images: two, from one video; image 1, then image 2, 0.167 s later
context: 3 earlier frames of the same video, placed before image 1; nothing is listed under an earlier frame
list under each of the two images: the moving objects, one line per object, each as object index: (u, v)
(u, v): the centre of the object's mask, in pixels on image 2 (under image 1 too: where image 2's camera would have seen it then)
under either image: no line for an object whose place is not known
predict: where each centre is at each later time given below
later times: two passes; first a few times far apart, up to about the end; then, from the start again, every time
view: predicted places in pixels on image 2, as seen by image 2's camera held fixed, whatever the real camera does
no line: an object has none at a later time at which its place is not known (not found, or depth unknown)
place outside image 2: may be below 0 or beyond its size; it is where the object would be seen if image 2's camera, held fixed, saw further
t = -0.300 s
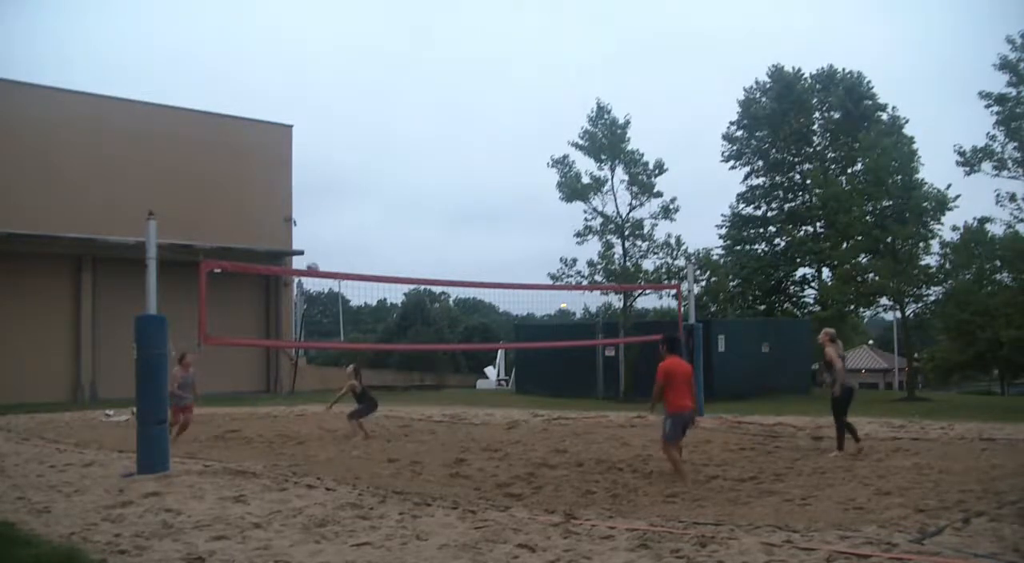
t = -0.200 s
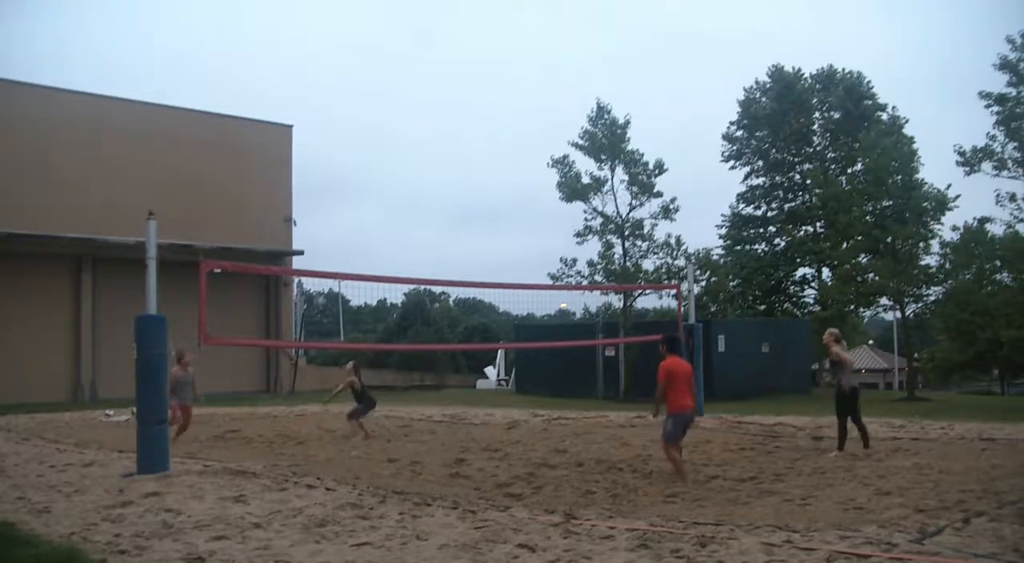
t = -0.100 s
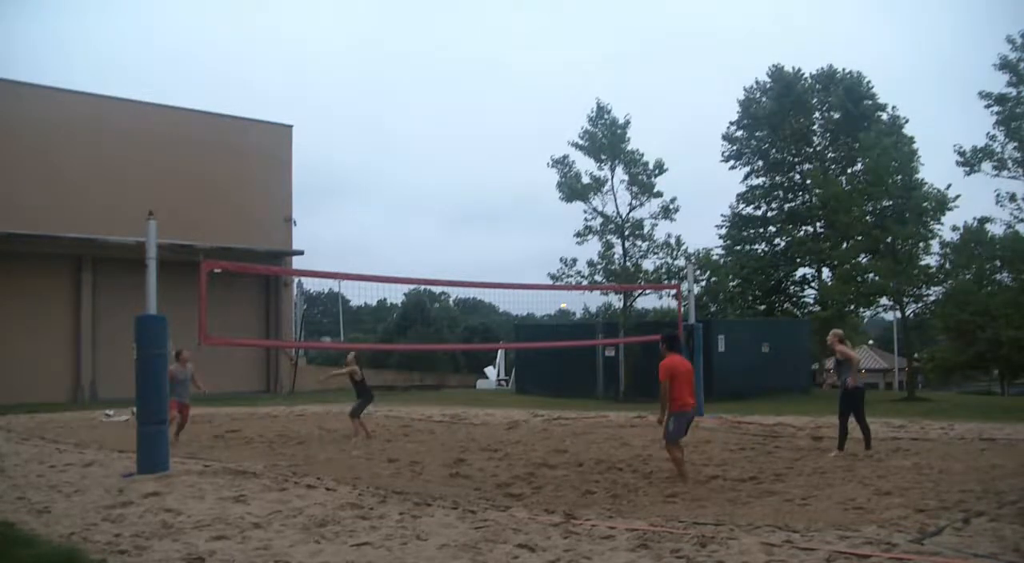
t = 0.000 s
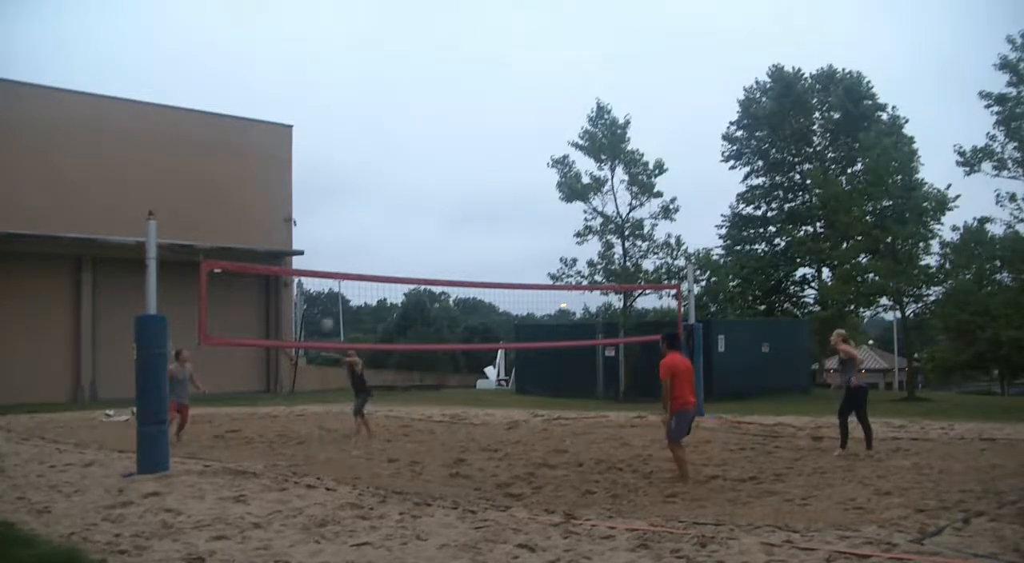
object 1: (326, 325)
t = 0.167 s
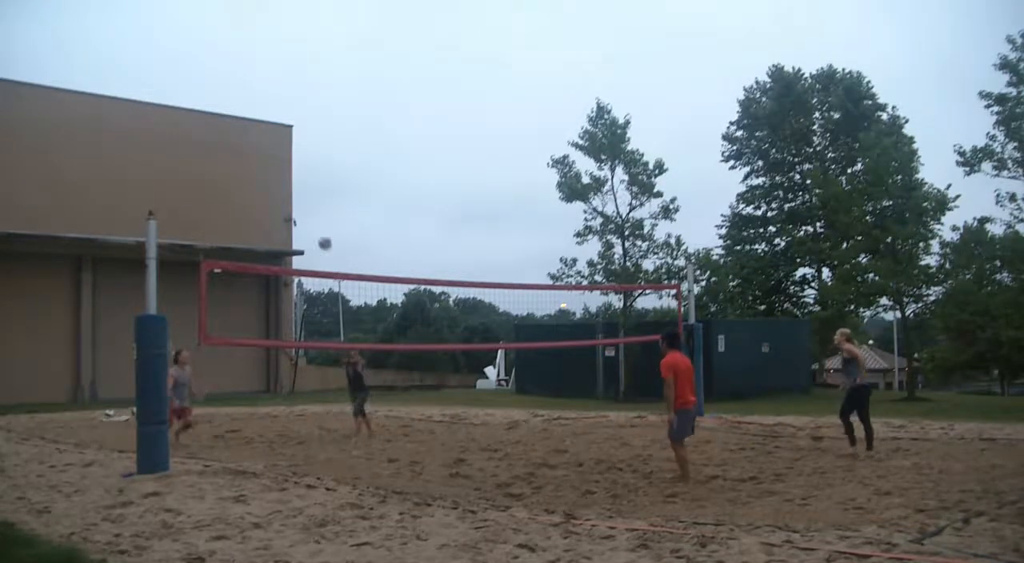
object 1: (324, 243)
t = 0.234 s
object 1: (324, 214)
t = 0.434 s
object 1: (322, 145)
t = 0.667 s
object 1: (321, 95)
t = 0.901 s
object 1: (319, 78)
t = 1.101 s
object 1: (318, 90)
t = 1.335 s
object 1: (316, 138)
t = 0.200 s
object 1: (324, 228)
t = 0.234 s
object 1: (324, 214)
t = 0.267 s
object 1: (323, 201)
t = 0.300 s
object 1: (323, 189)
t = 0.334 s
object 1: (322, 177)
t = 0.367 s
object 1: (322, 165)
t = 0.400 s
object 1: (322, 155)
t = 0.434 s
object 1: (322, 145)
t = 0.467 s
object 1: (322, 136)
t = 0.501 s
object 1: (321, 127)
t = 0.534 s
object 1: (321, 120)
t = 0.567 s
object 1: (321, 113)
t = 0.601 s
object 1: (321, 106)
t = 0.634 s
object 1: (321, 100)
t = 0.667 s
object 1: (321, 95)
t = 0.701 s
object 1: (321, 91)
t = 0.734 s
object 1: (320, 87)
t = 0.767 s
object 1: (320, 84)
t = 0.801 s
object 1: (320, 82)
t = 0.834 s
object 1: (320, 80)
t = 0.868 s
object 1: (320, 78)
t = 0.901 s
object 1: (319, 78)
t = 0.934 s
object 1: (319, 78)
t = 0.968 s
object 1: (319, 79)
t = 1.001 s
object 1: (319, 81)
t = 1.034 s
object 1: (318, 83)
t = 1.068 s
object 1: (318, 87)
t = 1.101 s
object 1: (318, 90)
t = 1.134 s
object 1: (318, 95)
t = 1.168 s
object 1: (318, 100)
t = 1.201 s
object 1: (317, 106)
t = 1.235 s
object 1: (317, 113)
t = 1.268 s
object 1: (317, 120)
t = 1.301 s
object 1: (316, 129)
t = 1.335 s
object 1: (316, 138)
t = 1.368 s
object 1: (316, 148)
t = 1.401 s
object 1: (315, 158)
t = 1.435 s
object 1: (315, 170)
